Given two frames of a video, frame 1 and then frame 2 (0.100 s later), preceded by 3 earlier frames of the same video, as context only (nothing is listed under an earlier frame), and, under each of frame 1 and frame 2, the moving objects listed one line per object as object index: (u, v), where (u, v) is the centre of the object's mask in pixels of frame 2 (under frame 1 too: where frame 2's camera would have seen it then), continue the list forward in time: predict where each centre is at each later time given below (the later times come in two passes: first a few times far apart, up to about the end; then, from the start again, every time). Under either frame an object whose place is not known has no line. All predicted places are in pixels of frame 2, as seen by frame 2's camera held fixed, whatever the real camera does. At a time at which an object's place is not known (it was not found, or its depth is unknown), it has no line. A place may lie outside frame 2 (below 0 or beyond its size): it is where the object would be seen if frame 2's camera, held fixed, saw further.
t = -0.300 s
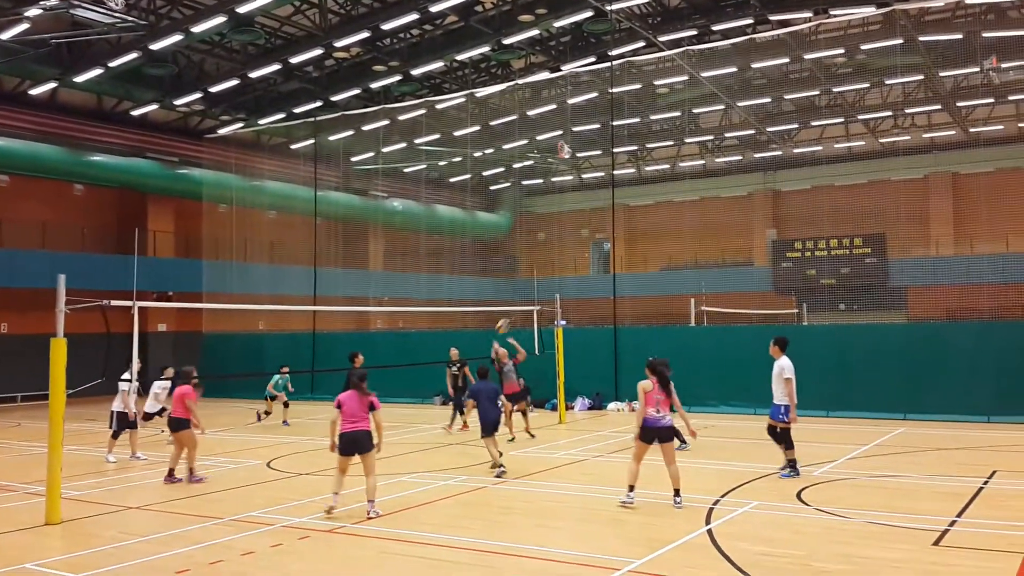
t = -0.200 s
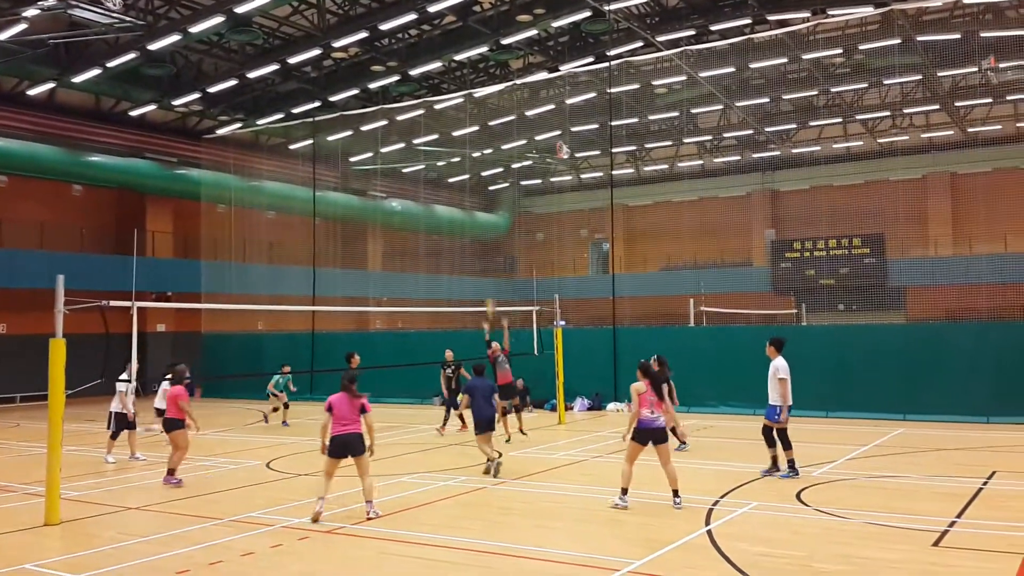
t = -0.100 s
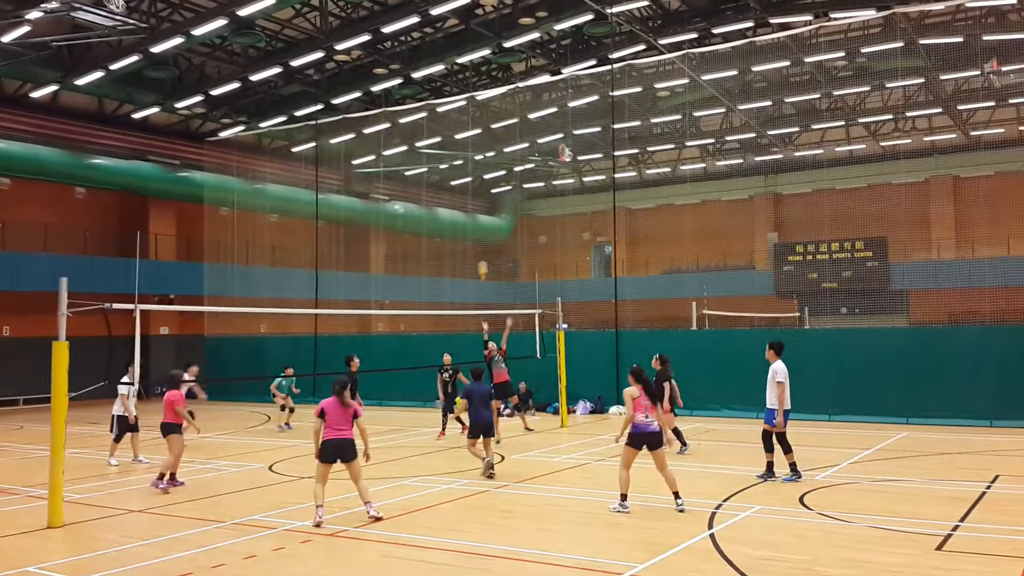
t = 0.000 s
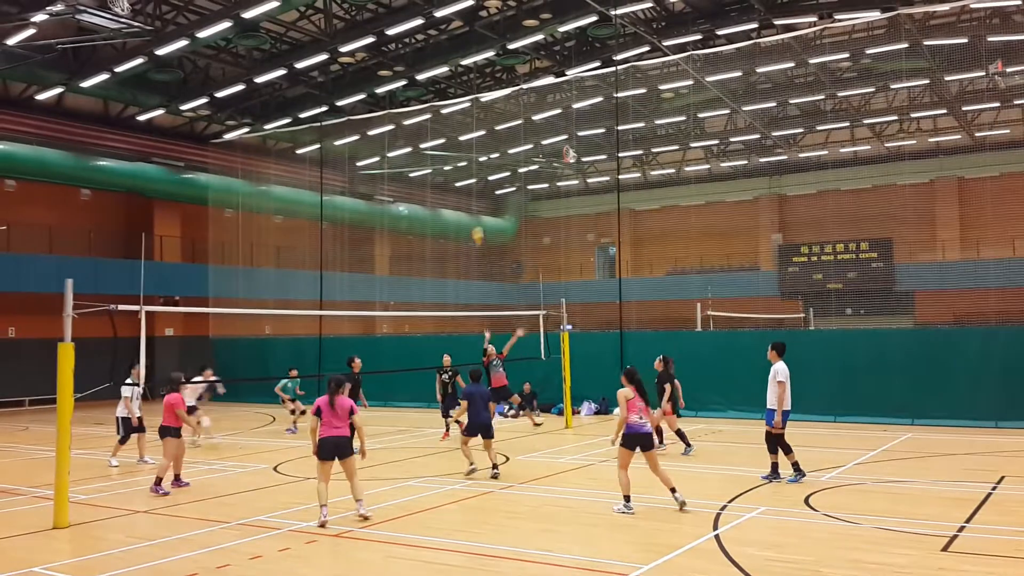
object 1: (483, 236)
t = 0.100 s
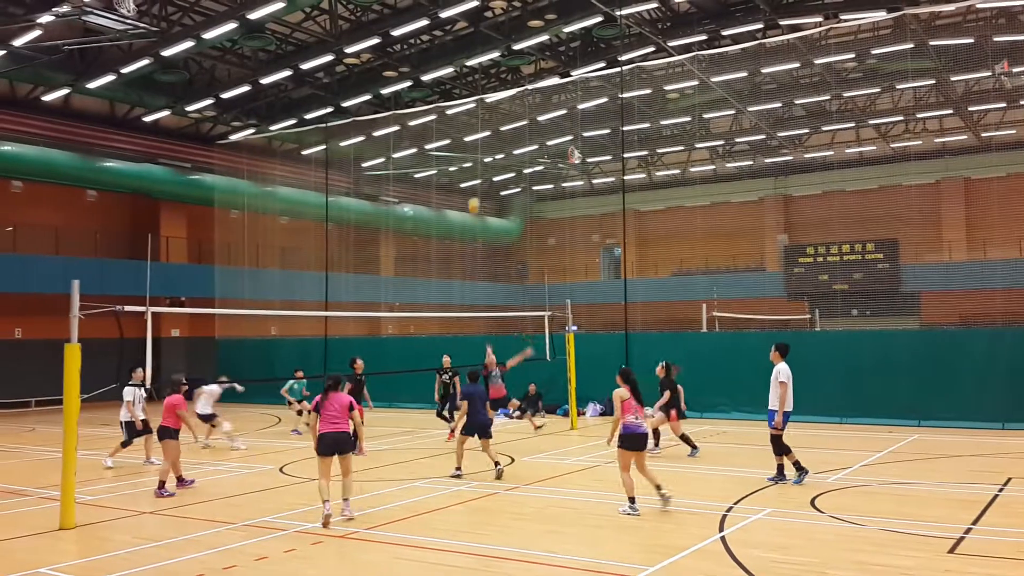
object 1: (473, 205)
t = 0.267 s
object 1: (460, 166)
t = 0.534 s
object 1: (437, 134)
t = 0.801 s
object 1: (414, 146)
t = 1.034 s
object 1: (390, 200)
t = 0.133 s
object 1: (471, 196)
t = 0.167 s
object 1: (468, 189)
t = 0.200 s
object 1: (465, 178)
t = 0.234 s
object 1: (463, 174)
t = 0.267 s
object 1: (460, 166)
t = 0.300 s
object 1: (456, 159)
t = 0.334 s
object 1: (454, 153)
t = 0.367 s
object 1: (451, 149)
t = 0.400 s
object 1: (449, 144)
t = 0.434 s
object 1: (446, 141)
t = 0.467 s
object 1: (443, 137)
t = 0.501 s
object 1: (440, 135)
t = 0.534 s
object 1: (437, 134)
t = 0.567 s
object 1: (434, 133)
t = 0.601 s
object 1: (430, 132)
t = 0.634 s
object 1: (427, 133)
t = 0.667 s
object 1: (424, 134)
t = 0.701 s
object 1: (421, 136)
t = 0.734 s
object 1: (418, 139)
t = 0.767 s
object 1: (416, 142)
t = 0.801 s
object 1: (414, 146)
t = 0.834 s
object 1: (410, 152)
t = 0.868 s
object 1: (407, 159)
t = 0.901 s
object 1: (403, 165)
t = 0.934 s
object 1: (401, 172)
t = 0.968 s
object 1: (397, 181)
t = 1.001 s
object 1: (393, 190)
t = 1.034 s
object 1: (390, 200)
